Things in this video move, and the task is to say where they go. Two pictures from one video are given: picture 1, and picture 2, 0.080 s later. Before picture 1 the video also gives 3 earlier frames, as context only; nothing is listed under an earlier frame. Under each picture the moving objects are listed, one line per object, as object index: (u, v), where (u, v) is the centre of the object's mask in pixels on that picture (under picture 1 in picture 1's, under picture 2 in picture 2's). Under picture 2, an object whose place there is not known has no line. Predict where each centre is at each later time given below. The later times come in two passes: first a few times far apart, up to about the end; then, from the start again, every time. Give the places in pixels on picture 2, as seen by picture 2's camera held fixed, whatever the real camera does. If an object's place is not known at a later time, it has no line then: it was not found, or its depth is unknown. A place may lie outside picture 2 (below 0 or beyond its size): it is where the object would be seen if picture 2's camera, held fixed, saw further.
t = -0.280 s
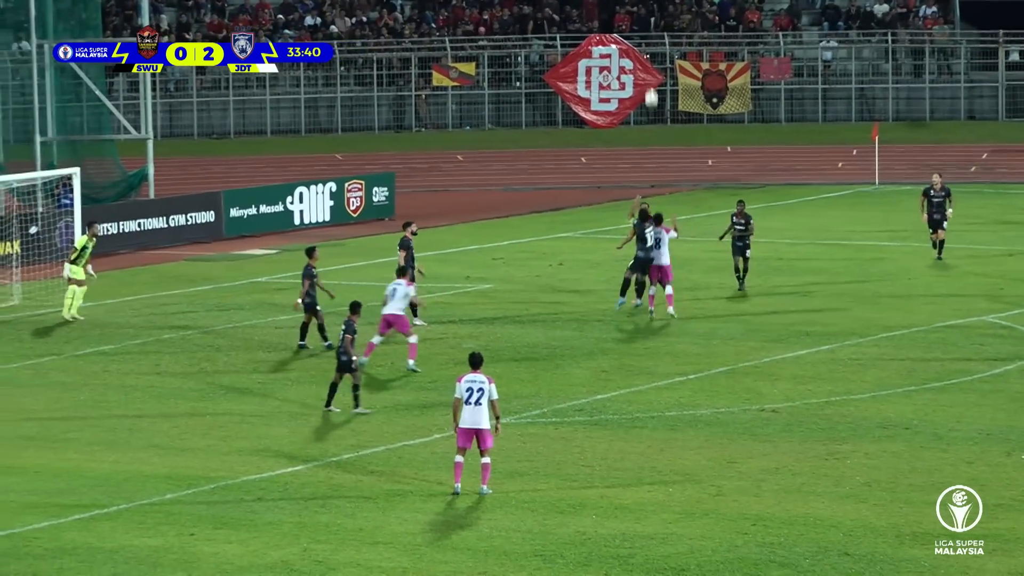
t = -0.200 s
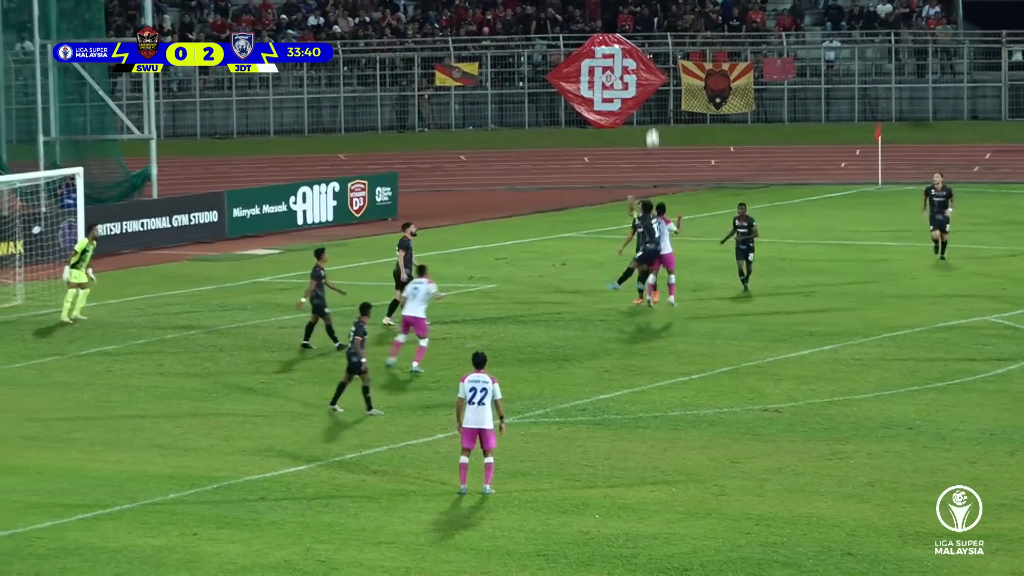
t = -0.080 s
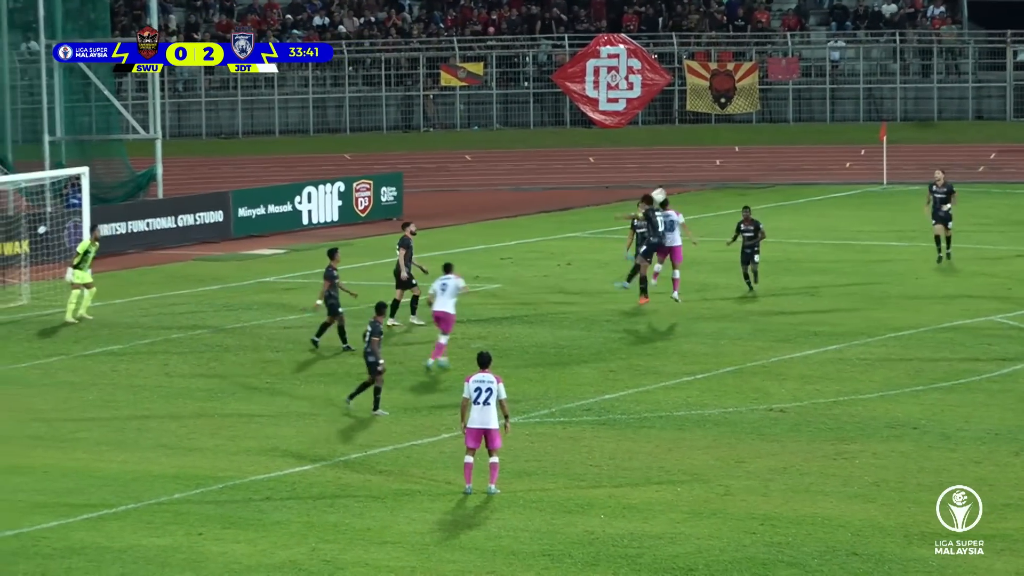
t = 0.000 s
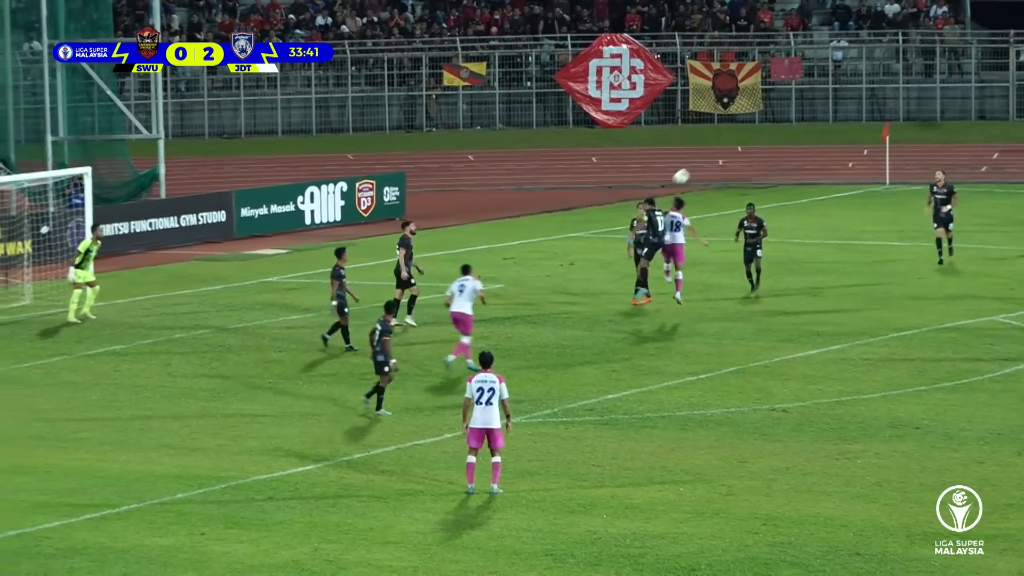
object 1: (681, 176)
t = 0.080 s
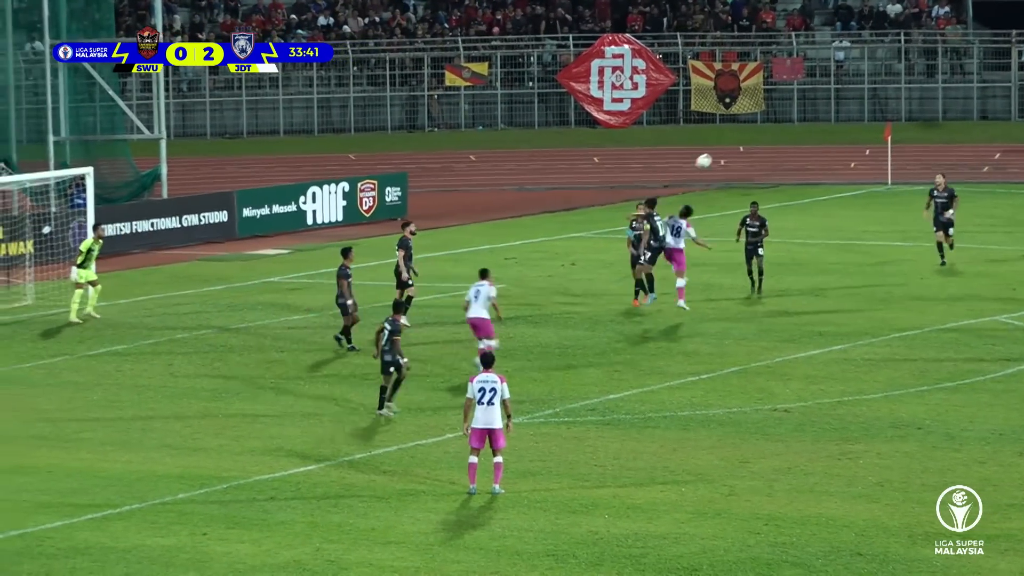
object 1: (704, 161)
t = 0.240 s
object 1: (745, 140)
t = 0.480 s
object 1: (805, 137)
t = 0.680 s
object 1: (855, 160)
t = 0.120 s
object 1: (714, 154)
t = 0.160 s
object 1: (725, 148)
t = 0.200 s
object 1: (735, 145)
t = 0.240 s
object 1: (745, 140)
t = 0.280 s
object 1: (755, 138)
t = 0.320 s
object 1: (765, 136)
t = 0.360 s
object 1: (775, 135)
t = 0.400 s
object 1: (785, 135)
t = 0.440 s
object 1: (795, 136)
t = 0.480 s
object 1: (805, 137)
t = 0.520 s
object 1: (815, 140)
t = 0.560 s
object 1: (825, 144)
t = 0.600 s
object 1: (835, 149)
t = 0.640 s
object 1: (845, 154)
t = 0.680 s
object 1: (855, 160)
